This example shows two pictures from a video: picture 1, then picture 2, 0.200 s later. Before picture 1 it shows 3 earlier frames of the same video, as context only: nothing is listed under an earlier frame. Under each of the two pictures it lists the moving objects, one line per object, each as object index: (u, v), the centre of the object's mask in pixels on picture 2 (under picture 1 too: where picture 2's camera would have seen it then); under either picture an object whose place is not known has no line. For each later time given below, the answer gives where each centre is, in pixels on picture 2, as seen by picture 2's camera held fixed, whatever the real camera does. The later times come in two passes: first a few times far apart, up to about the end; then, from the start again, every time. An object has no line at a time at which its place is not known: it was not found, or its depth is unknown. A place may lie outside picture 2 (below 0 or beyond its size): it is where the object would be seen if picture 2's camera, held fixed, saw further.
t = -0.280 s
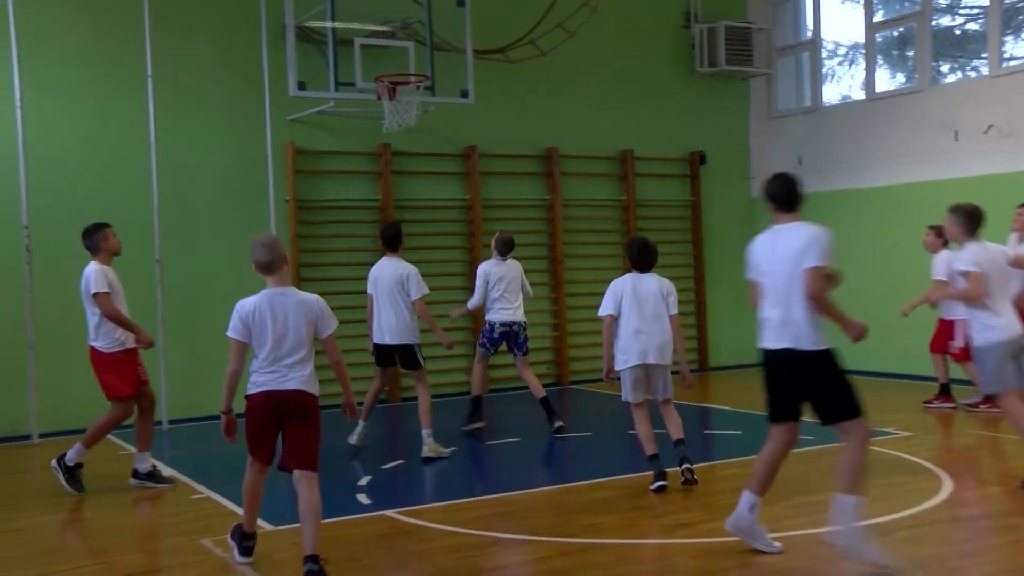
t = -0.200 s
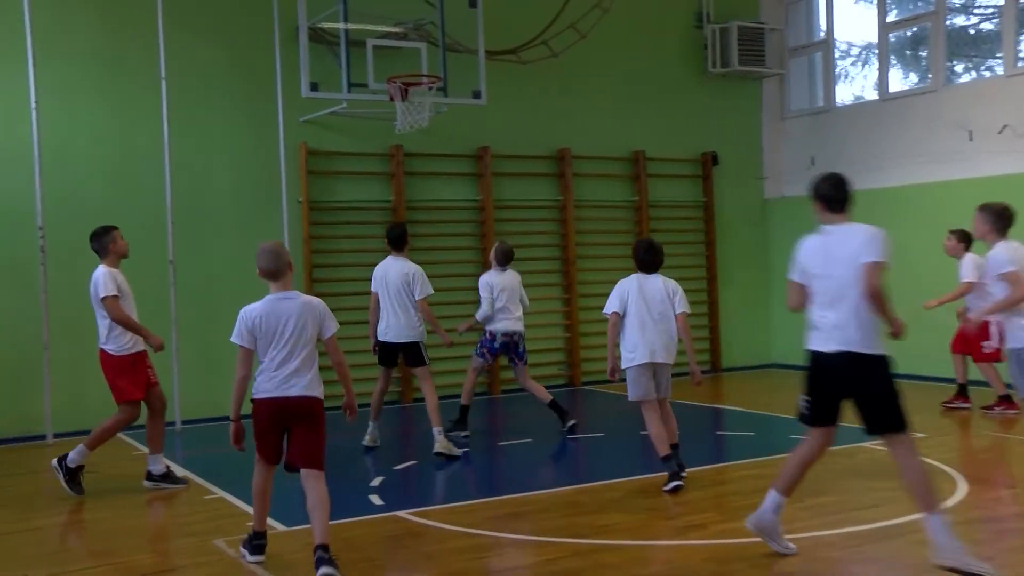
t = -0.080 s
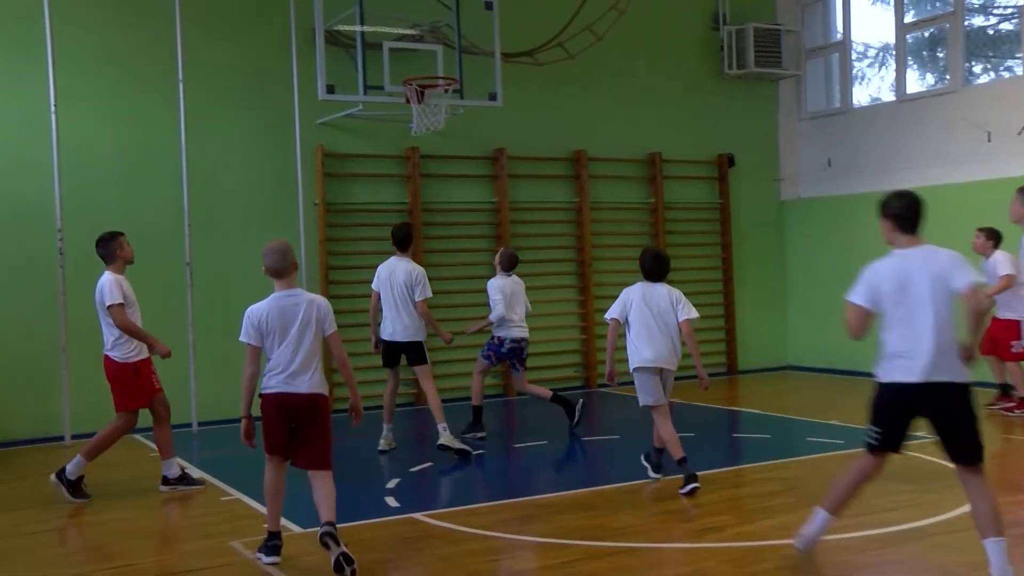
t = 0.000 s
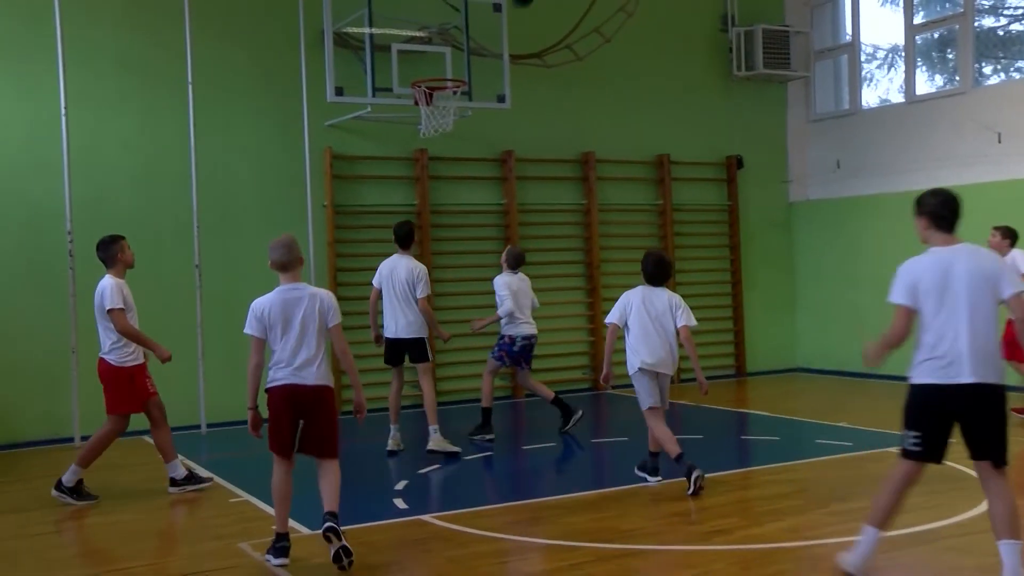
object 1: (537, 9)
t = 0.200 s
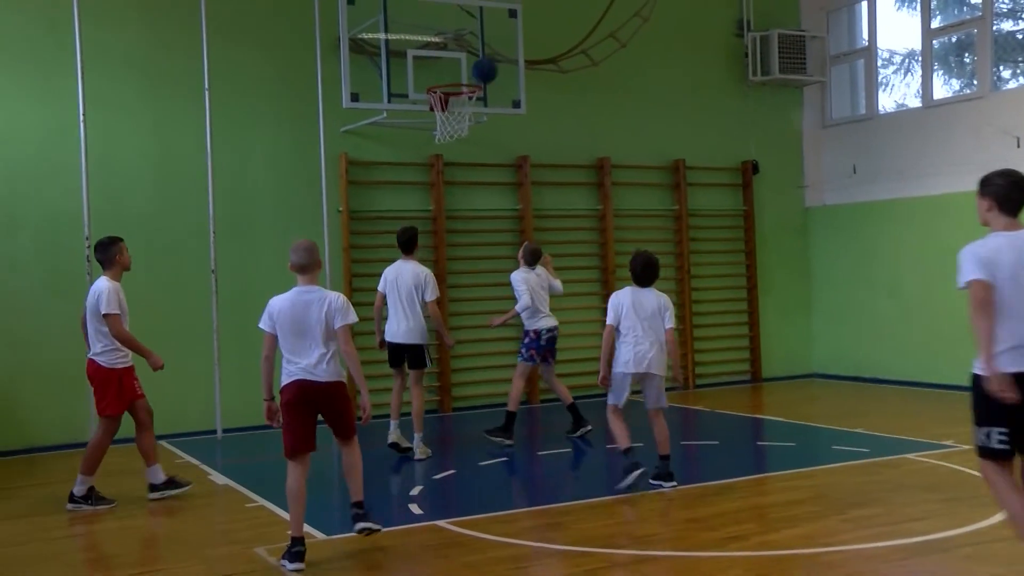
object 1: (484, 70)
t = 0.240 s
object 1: (489, 58)
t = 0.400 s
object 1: (509, 24)
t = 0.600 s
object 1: (536, 15)
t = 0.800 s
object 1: (565, 42)
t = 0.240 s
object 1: (489, 58)
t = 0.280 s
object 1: (494, 47)
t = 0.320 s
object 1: (499, 38)
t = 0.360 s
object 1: (504, 30)
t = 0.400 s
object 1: (509, 24)
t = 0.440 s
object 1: (514, 21)
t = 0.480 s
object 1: (520, 18)
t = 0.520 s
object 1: (524, 16)
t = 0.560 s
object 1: (530, 15)
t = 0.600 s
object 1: (536, 15)
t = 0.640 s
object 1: (542, 17)
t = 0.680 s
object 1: (547, 21)
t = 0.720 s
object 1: (553, 26)
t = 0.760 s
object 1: (559, 33)
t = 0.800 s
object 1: (565, 42)
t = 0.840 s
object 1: (571, 52)
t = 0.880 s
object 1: (577, 64)
